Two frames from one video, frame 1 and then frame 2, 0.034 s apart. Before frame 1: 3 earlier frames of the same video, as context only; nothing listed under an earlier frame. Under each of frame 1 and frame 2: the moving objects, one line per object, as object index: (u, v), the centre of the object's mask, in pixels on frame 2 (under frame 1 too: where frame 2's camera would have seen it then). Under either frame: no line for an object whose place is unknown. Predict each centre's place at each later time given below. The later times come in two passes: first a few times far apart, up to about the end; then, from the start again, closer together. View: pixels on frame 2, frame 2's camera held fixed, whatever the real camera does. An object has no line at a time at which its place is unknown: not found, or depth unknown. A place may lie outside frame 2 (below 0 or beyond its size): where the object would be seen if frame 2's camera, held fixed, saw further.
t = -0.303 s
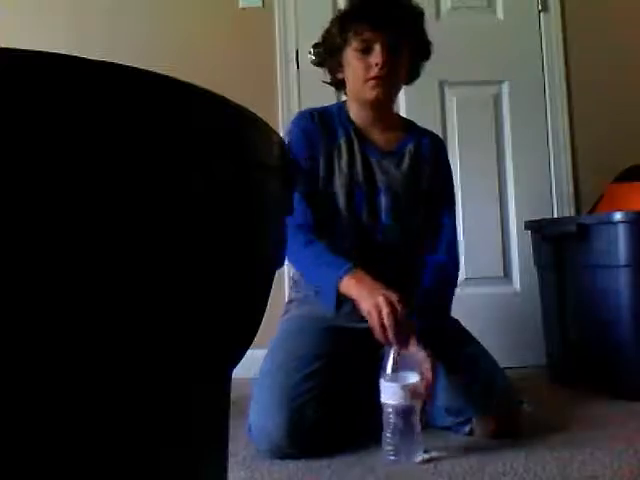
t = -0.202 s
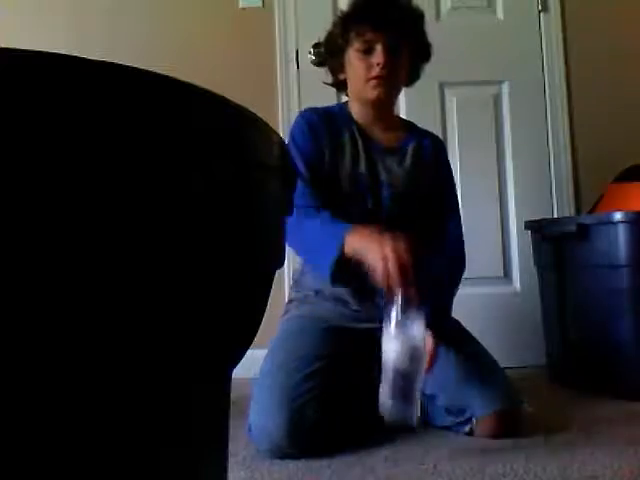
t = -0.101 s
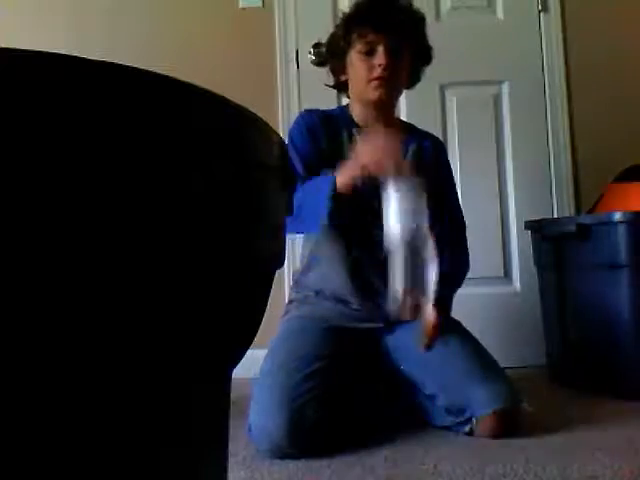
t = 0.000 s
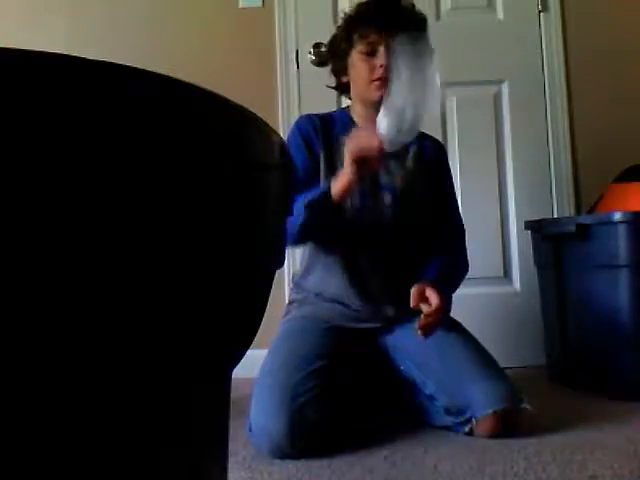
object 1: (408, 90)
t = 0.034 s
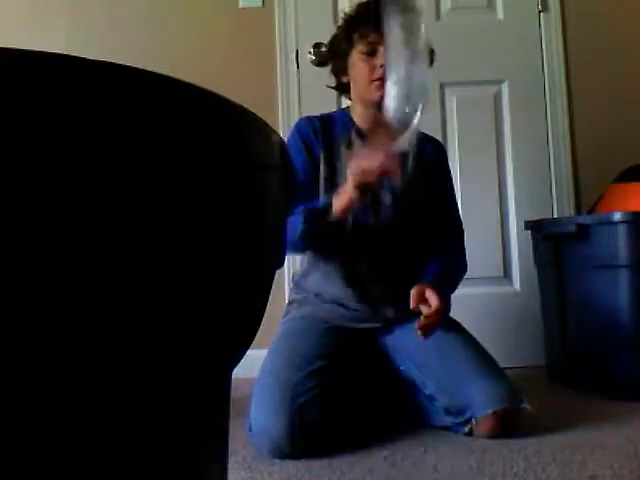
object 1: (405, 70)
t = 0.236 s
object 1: (402, 20)
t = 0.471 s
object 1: (397, 248)
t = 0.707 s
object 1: (404, 444)
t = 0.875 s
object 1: (409, 458)
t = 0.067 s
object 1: (407, 53)
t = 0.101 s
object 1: (406, 36)
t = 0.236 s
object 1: (402, 20)
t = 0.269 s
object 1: (394, 27)
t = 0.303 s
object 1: (398, 53)
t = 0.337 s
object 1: (396, 78)
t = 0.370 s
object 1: (394, 118)
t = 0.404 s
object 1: (398, 154)
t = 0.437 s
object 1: (395, 202)
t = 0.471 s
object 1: (397, 248)
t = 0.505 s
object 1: (397, 309)
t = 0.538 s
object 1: (397, 368)
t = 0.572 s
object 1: (400, 430)
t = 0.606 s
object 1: (399, 450)
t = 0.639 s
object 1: (396, 446)
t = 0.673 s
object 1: (400, 444)
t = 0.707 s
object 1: (404, 444)
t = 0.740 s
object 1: (405, 447)
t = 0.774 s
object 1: (407, 452)
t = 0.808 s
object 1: (408, 458)
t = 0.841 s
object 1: (408, 458)
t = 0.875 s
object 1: (409, 458)
